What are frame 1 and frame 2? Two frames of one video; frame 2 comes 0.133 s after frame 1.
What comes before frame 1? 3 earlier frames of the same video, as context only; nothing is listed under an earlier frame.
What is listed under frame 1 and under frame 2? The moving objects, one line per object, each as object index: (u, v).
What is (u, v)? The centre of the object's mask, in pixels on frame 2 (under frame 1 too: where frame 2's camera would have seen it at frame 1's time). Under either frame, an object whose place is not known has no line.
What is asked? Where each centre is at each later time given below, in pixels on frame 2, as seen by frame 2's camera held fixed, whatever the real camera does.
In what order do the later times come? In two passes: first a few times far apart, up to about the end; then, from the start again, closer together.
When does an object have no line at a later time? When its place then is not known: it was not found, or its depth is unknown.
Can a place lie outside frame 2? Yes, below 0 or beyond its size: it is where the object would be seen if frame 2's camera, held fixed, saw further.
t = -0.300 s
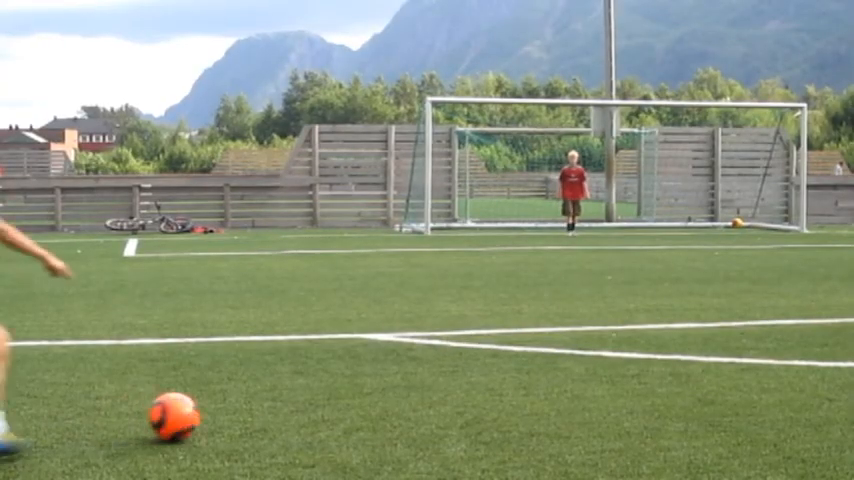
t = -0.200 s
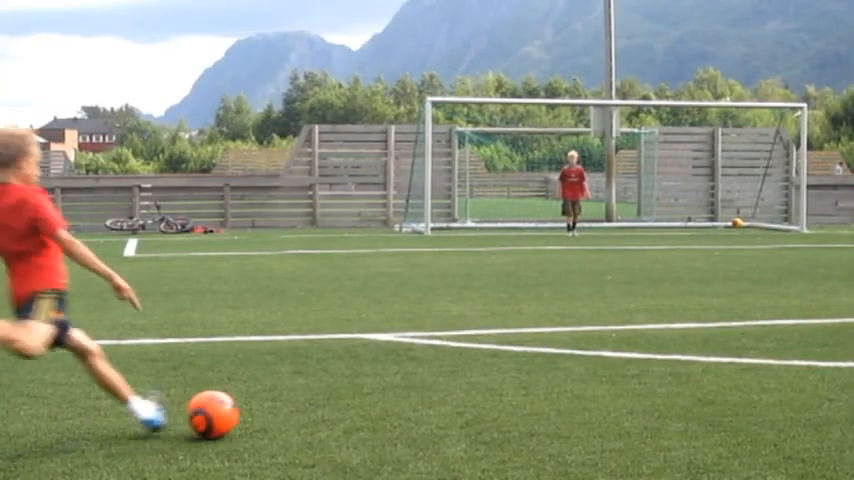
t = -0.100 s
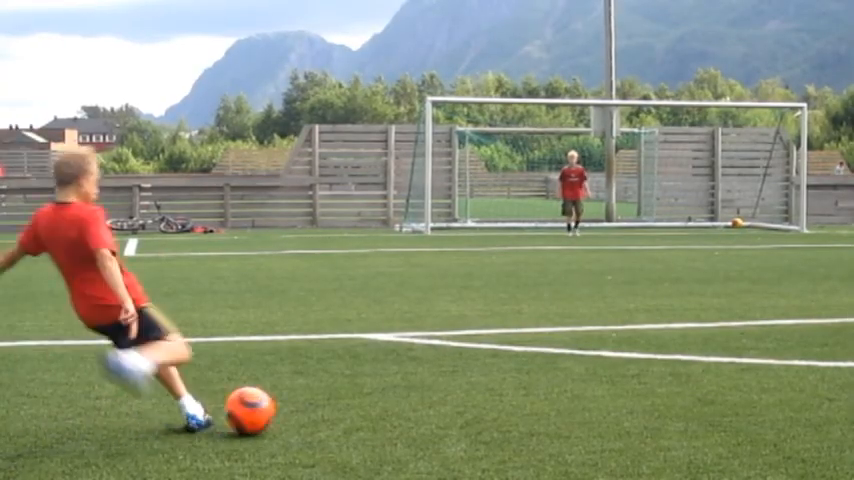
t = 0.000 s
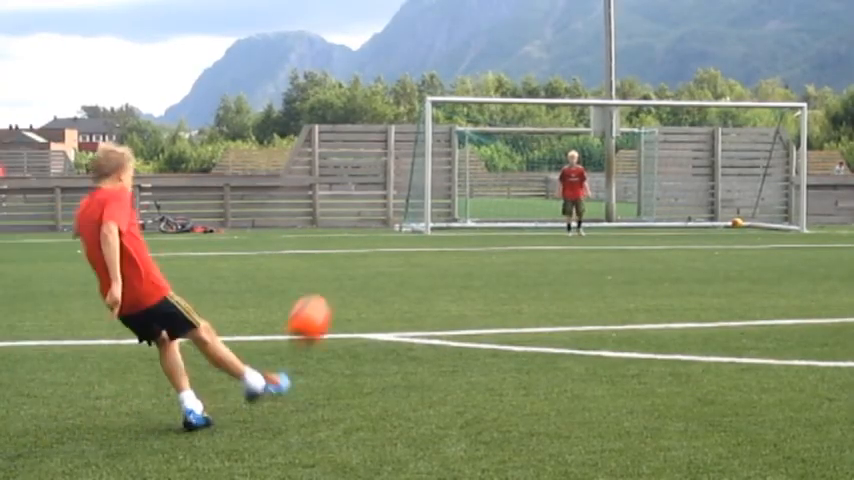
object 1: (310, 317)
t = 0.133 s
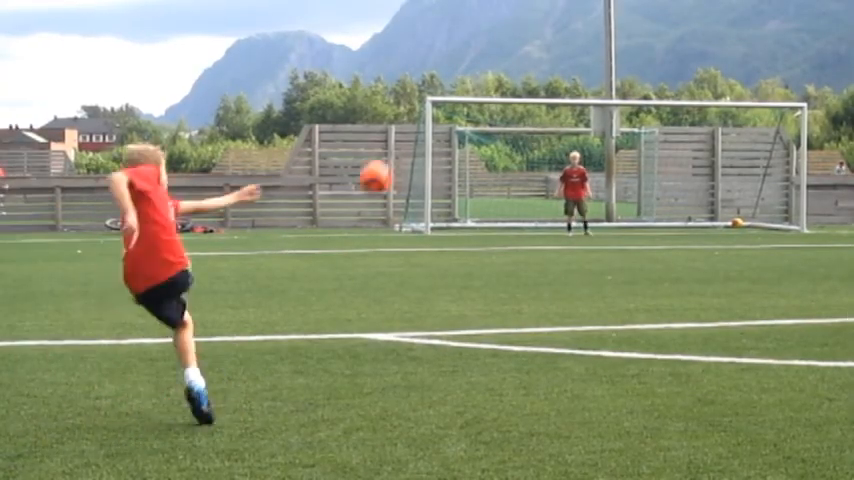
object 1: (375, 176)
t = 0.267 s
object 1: (410, 106)
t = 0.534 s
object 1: (436, 55)
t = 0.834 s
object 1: (441, 60)
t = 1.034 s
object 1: (438, 81)
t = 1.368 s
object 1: (434, 136)
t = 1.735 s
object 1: (504, 215)
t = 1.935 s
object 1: (510, 208)
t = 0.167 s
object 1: (385, 154)
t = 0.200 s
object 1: (394, 136)
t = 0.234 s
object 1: (403, 119)
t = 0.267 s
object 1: (410, 106)
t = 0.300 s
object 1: (414, 95)
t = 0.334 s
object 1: (419, 85)
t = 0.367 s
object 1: (424, 78)
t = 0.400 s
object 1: (427, 71)
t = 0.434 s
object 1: (429, 66)
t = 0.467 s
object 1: (432, 61)
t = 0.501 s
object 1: (434, 58)
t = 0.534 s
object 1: (436, 55)
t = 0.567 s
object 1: (438, 54)
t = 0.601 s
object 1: (439, 52)
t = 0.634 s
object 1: (440, 52)
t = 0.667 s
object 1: (440, 52)
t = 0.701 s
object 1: (440, 53)
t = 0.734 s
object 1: (441, 54)
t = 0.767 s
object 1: (441, 55)
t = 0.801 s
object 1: (440, 58)
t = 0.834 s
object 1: (441, 60)
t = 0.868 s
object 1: (440, 63)
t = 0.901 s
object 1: (440, 66)
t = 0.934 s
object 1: (440, 70)
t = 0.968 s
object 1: (439, 73)
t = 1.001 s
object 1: (439, 78)
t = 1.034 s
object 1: (438, 81)
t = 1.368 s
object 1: (434, 136)
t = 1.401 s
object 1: (438, 139)
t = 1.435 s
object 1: (444, 145)
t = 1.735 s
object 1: (504, 215)
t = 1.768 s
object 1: (506, 220)
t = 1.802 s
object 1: (507, 219)
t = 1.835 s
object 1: (508, 217)
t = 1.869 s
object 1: (509, 214)
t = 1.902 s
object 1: (509, 210)
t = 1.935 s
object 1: (510, 208)
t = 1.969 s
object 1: (510, 205)
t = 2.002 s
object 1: (512, 204)
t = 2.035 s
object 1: (512, 203)
